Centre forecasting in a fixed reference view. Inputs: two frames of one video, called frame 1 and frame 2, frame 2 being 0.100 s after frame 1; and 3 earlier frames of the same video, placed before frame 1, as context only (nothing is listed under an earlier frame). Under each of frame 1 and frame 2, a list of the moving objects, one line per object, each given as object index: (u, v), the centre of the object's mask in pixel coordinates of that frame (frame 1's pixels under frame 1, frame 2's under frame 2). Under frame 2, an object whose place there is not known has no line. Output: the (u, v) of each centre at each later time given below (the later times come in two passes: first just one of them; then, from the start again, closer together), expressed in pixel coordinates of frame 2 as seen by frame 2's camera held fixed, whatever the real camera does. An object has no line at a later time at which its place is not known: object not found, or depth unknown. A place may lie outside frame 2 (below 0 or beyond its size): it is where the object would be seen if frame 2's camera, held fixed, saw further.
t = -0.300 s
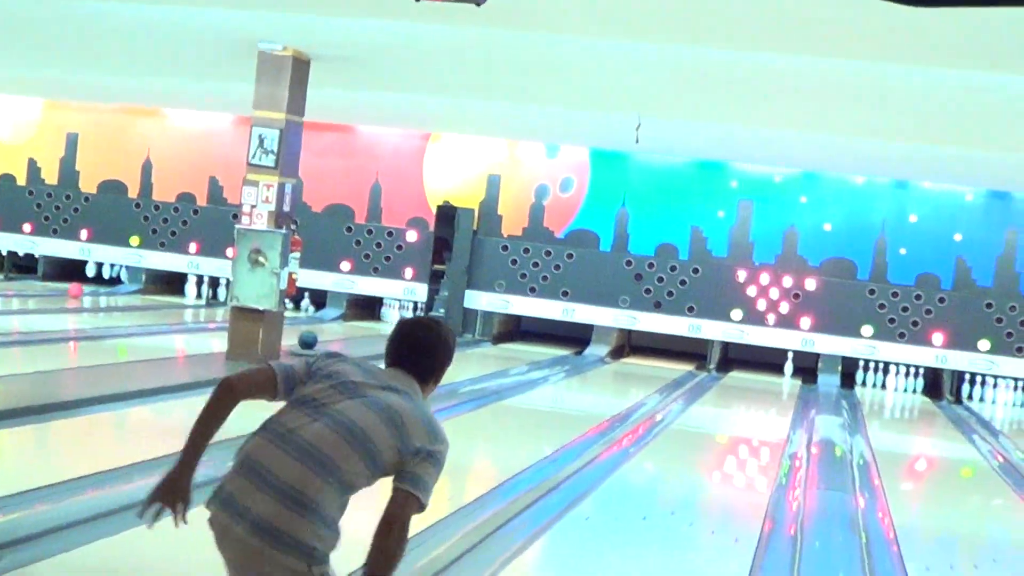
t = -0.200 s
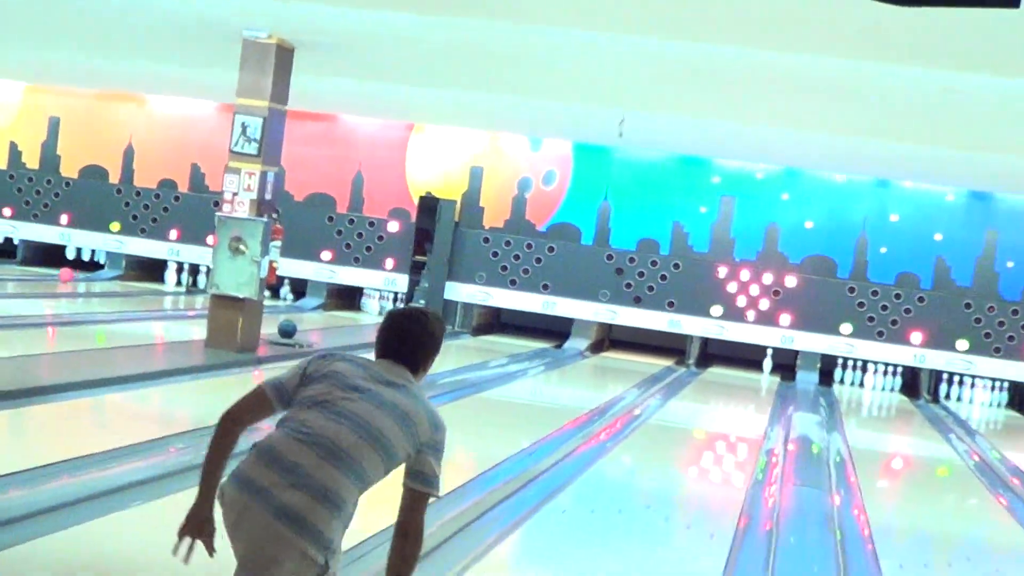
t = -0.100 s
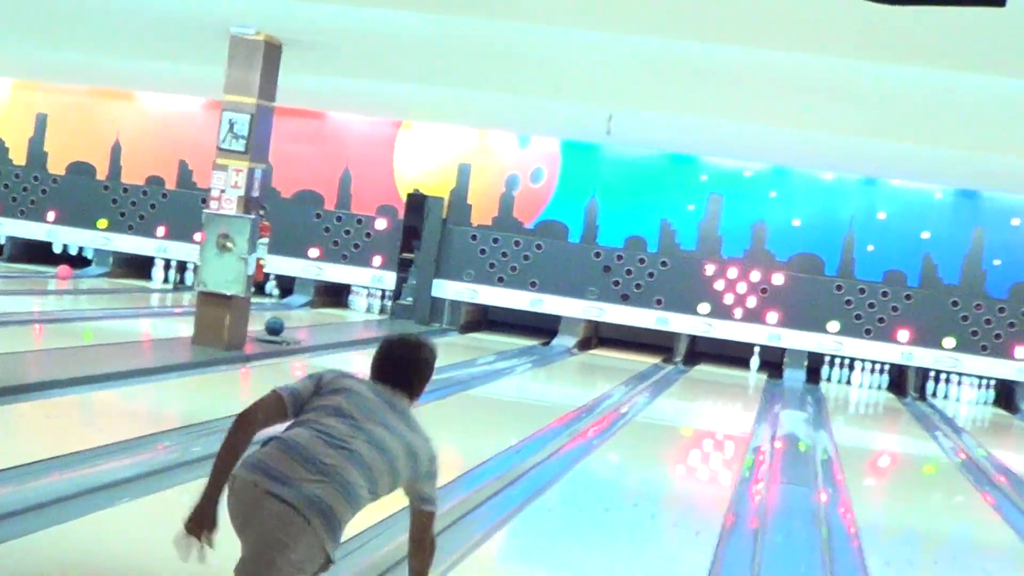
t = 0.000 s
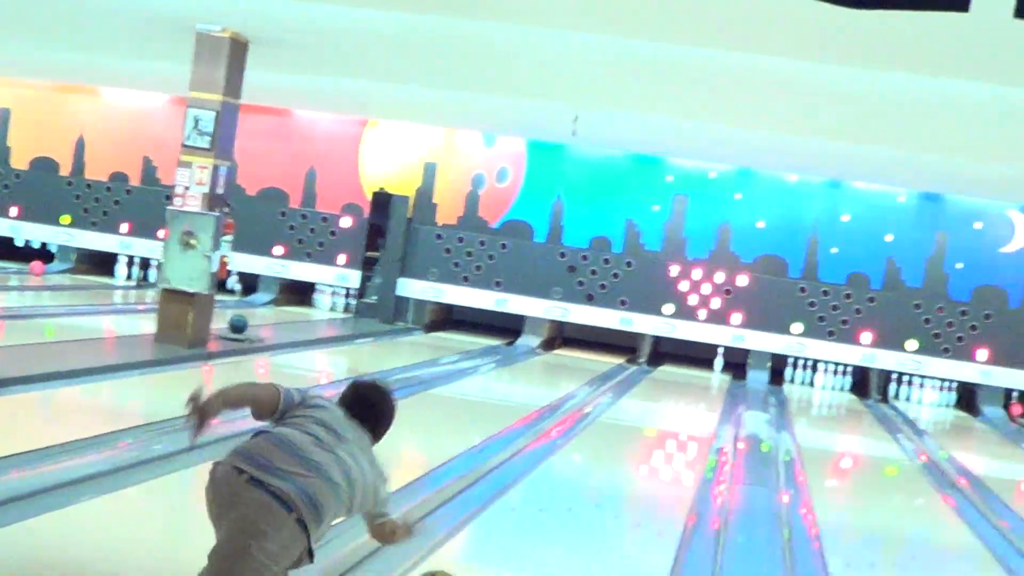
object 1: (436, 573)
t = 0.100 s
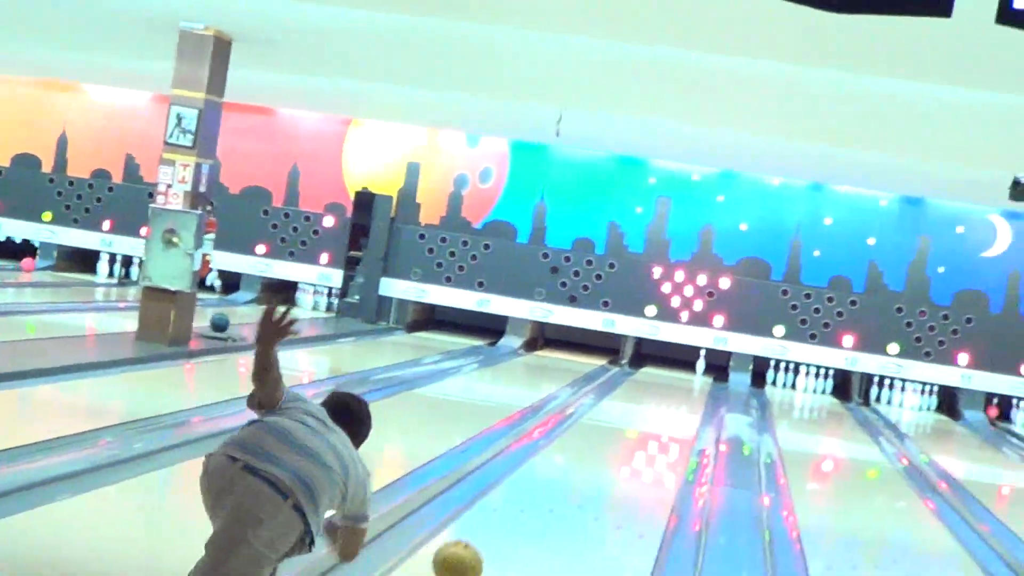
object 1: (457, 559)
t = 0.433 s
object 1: (546, 492)
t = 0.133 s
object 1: (470, 554)
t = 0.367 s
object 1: (532, 505)
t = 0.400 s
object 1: (539, 499)
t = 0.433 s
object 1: (546, 492)
